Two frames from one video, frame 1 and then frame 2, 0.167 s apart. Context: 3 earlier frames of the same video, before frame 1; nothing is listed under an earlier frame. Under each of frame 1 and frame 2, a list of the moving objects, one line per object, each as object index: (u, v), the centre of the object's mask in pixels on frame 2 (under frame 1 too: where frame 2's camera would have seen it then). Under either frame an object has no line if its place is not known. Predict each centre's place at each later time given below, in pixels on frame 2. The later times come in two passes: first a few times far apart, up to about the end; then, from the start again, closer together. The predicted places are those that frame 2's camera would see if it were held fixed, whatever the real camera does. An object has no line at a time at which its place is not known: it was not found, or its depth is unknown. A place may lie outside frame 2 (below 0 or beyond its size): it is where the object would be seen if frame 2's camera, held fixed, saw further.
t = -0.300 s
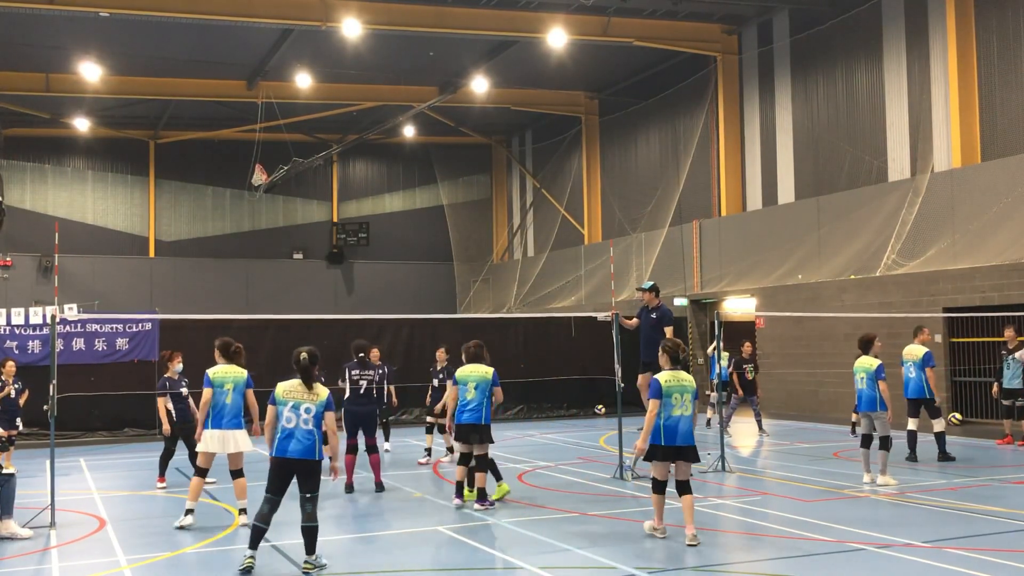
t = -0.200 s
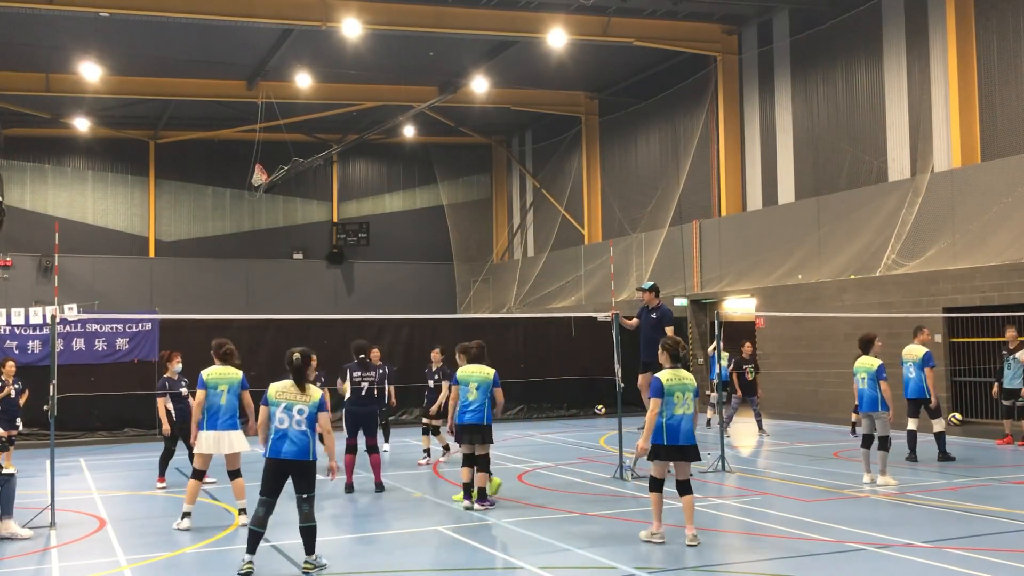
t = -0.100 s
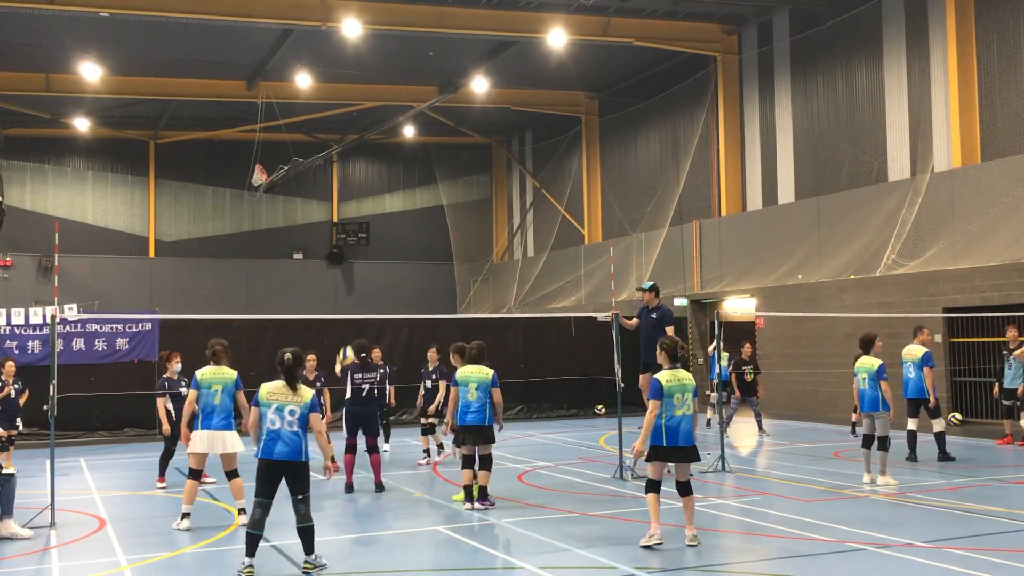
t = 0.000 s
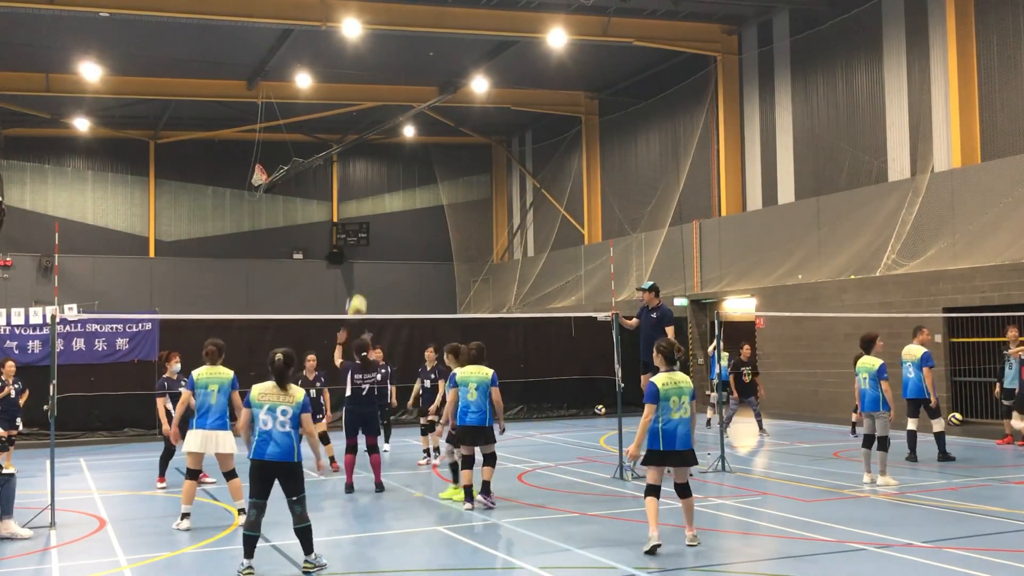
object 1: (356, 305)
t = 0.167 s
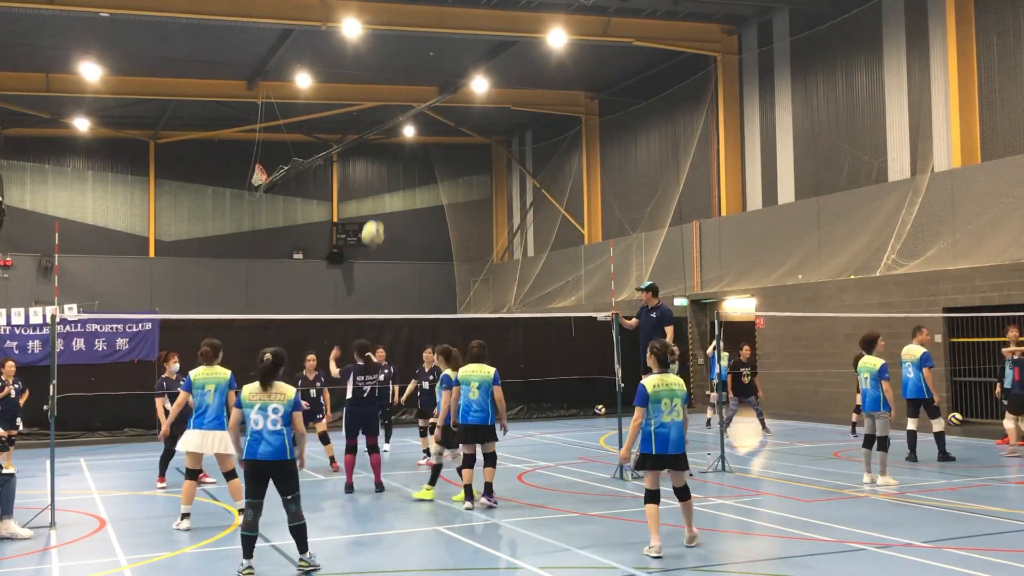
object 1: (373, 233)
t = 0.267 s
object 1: (384, 198)
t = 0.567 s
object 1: (424, 144)
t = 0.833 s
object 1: (468, 170)
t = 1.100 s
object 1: (520, 290)
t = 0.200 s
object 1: (376, 221)
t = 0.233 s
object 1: (380, 209)
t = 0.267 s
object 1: (384, 198)
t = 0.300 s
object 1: (389, 188)
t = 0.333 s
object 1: (393, 178)
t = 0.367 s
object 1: (397, 170)
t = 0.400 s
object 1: (402, 164)
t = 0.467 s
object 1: (410, 153)
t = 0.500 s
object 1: (415, 149)
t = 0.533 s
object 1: (419, 146)
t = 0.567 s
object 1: (424, 144)
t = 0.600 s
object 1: (429, 143)
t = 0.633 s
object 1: (434, 143)
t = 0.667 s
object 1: (440, 144)
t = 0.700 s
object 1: (445, 147)
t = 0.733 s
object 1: (451, 150)
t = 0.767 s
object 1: (457, 156)
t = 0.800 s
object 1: (462, 162)
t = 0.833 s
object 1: (468, 170)
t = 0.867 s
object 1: (474, 180)
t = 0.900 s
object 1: (480, 191)
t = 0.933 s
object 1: (487, 204)
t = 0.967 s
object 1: (493, 218)
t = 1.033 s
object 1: (506, 251)
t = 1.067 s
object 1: (514, 271)
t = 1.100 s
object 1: (520, 290)
